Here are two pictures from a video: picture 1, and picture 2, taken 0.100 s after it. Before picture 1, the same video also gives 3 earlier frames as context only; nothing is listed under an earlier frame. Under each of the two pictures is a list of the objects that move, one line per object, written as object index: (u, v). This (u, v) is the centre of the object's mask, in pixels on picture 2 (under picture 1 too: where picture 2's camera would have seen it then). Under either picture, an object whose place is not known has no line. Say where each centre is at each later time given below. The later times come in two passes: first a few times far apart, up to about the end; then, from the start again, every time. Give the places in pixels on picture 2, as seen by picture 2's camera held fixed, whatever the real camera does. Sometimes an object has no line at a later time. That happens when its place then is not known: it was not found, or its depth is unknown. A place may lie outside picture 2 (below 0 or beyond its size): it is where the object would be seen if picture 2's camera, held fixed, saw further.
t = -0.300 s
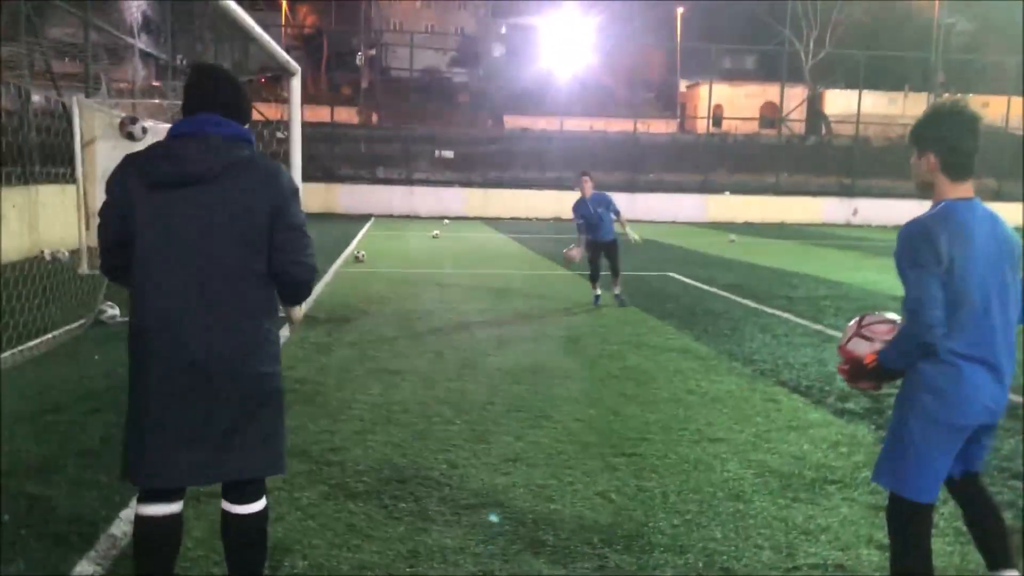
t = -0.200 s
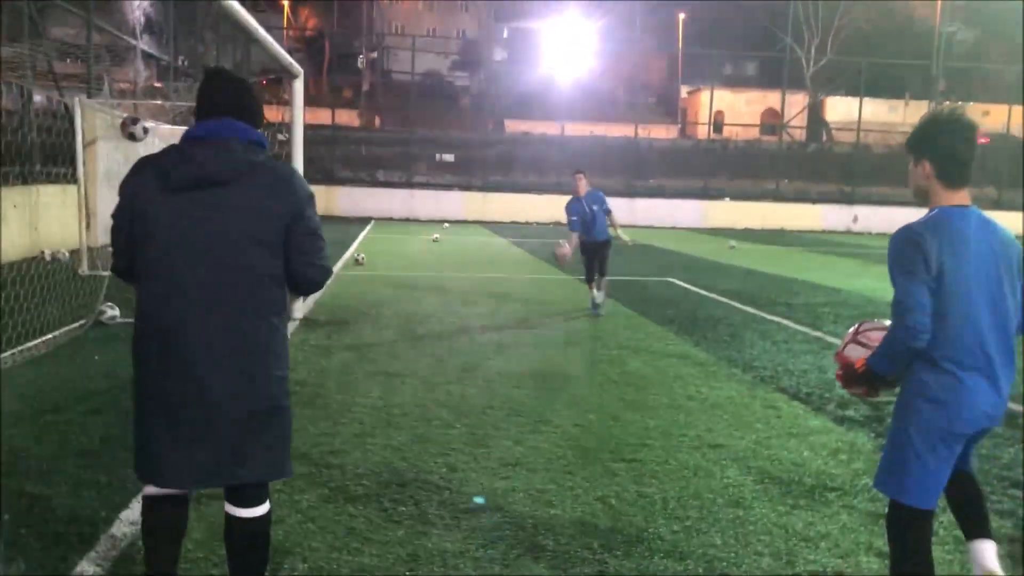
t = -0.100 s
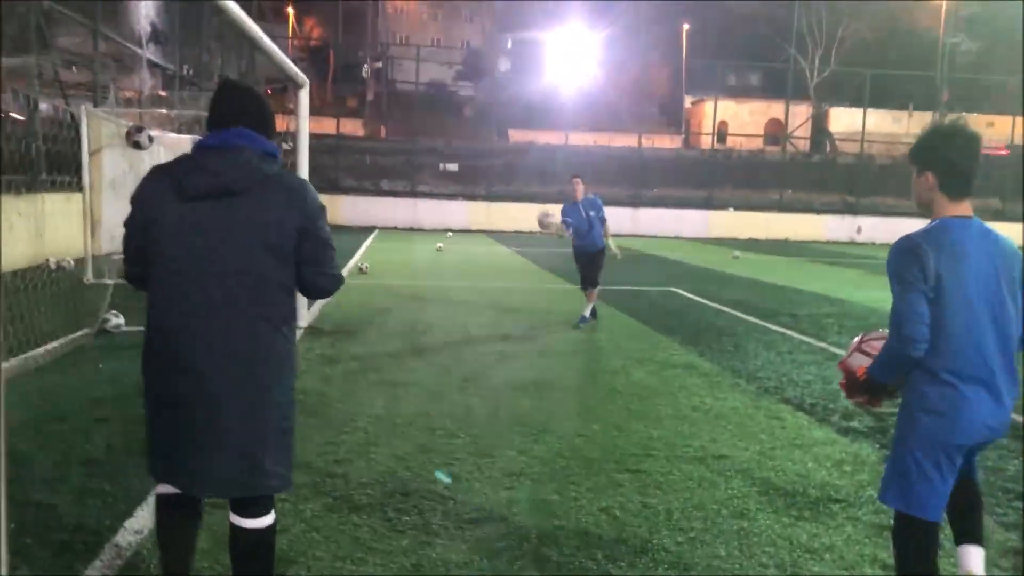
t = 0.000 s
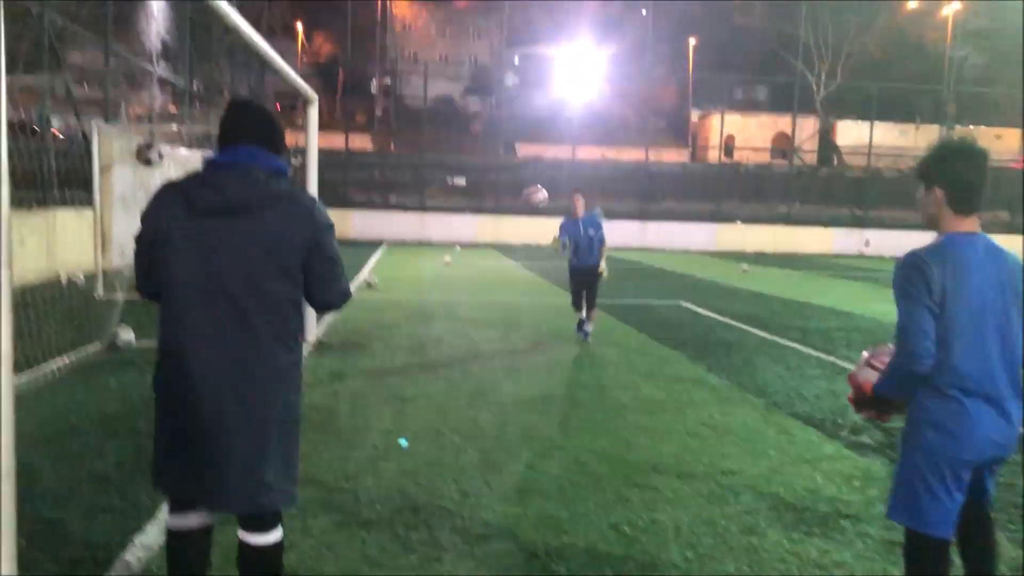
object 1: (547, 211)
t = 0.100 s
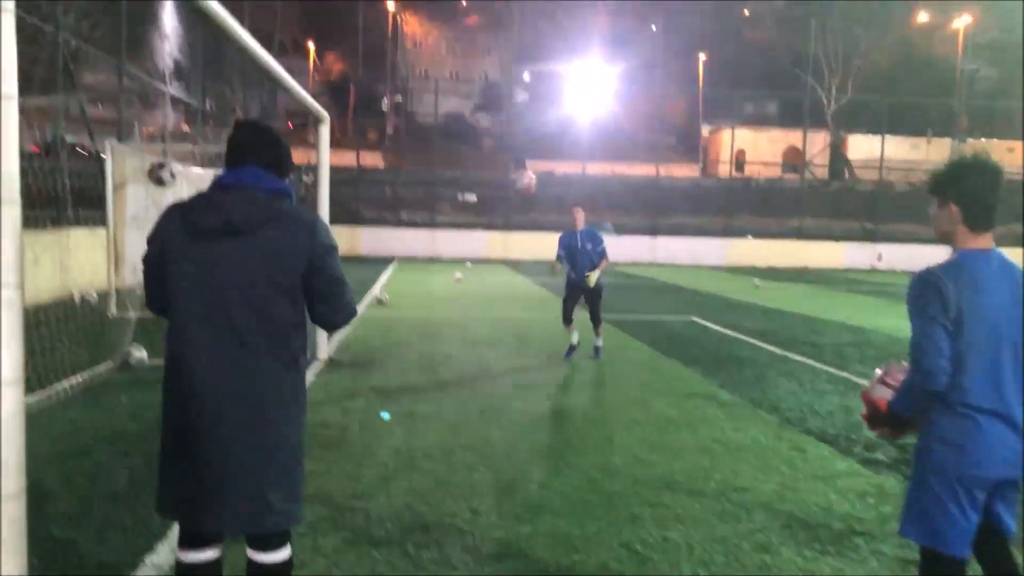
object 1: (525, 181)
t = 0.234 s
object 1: (483, 150)
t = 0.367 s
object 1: (429, 141)
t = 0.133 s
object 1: (514, 170)
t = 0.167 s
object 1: (505, 162)
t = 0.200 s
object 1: (495, 155)
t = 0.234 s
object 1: (483, 150)
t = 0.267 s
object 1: (472, 145)
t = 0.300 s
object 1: (458, 143)
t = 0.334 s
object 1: (444, 141)
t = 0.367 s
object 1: (429, 141)
